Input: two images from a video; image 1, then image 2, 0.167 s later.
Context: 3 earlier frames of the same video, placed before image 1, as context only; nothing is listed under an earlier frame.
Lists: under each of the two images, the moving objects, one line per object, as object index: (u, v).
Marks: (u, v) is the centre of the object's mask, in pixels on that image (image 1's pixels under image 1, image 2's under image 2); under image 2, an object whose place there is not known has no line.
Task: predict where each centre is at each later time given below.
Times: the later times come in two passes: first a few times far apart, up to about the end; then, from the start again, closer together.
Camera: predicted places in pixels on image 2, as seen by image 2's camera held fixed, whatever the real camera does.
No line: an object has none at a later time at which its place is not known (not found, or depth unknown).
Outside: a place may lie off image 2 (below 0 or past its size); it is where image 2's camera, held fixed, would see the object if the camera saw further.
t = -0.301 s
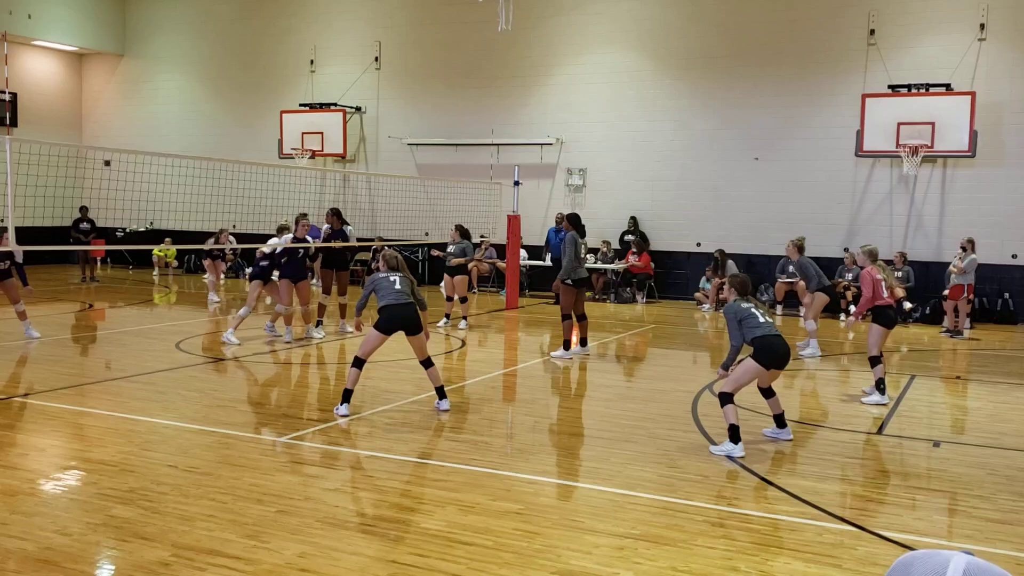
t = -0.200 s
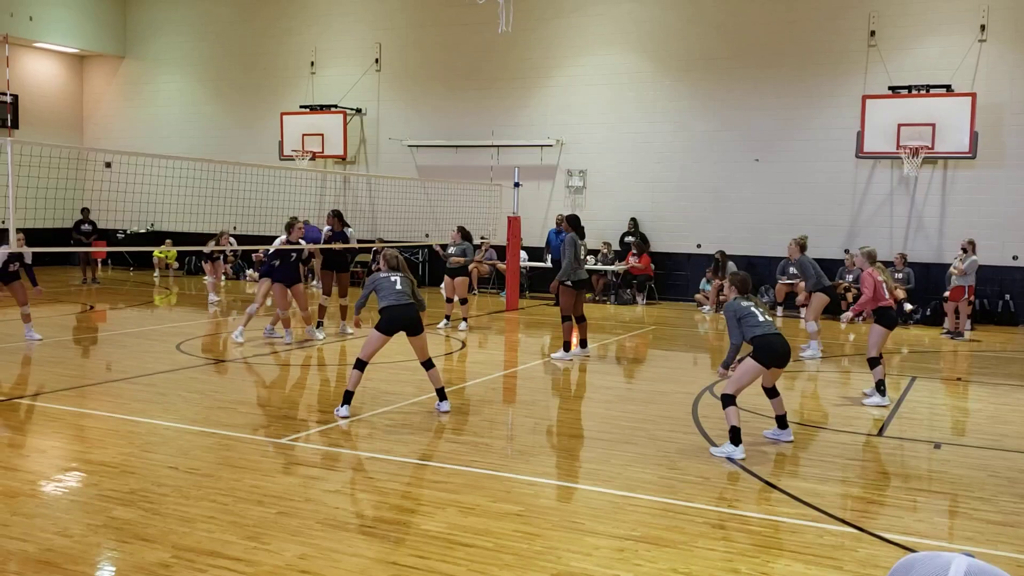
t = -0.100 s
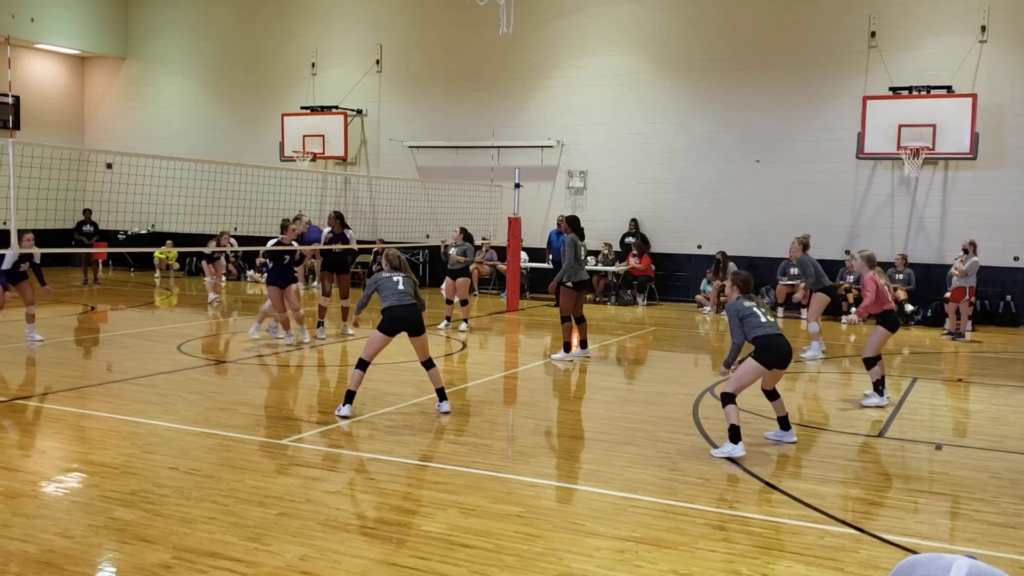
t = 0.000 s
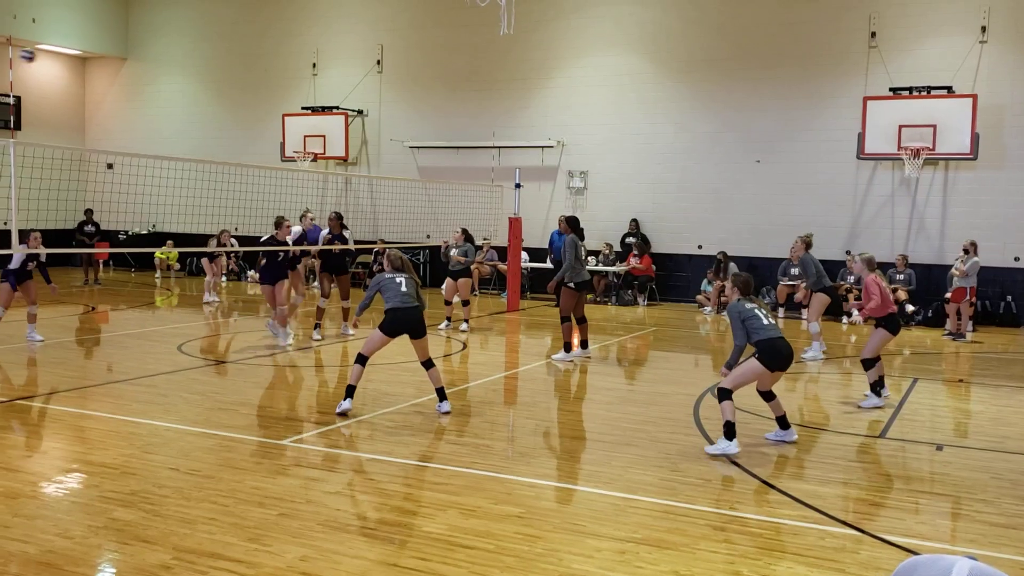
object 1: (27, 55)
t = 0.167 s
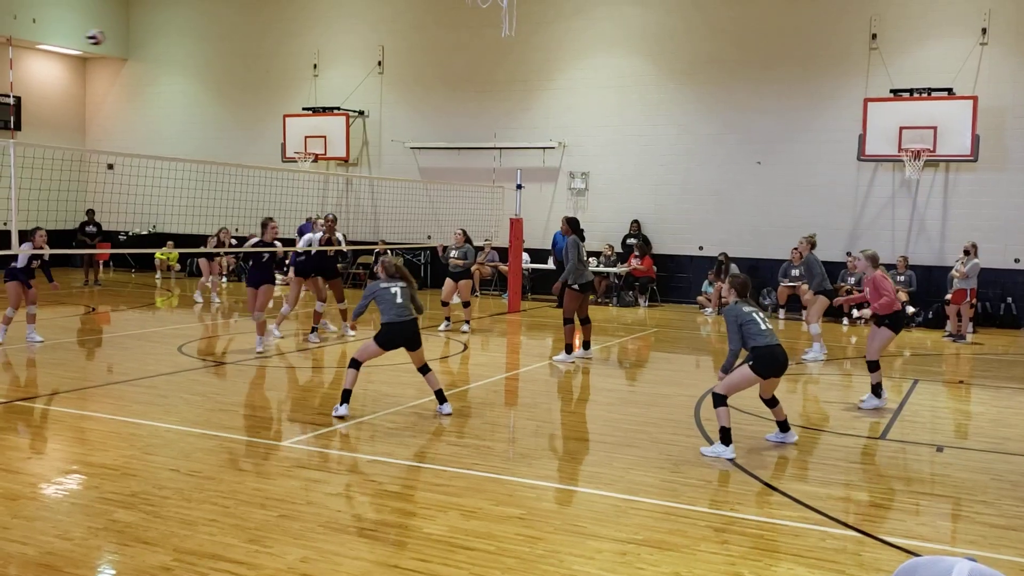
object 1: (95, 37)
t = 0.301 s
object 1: (152, 36)
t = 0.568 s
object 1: (284, 90)
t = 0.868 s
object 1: (472, 270)
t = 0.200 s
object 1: (108, 36)
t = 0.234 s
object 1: (123, 35)
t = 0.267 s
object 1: (137, 35)
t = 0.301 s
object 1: (152, 36)
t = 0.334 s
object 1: (167, 39)
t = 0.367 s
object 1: (182, 43)
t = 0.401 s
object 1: (198, 48)
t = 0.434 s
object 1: (214, 54)
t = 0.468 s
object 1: (231, 61)
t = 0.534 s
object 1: (266, 79)
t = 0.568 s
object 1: (284, 90)
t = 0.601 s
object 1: (303, 103)
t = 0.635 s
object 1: (321, 118)
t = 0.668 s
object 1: (341, 135)
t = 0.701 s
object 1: (362, 153)
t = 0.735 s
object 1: (382, 172)
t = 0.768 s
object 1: (405, 194)
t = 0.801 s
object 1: (428, 219)
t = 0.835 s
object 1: (450, 244)
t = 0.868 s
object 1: (472, 270)
